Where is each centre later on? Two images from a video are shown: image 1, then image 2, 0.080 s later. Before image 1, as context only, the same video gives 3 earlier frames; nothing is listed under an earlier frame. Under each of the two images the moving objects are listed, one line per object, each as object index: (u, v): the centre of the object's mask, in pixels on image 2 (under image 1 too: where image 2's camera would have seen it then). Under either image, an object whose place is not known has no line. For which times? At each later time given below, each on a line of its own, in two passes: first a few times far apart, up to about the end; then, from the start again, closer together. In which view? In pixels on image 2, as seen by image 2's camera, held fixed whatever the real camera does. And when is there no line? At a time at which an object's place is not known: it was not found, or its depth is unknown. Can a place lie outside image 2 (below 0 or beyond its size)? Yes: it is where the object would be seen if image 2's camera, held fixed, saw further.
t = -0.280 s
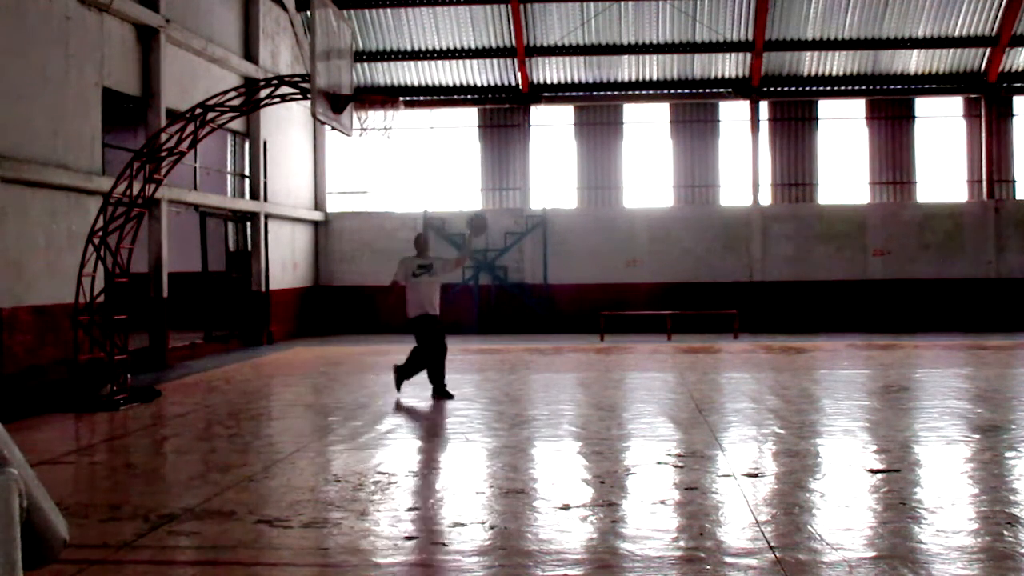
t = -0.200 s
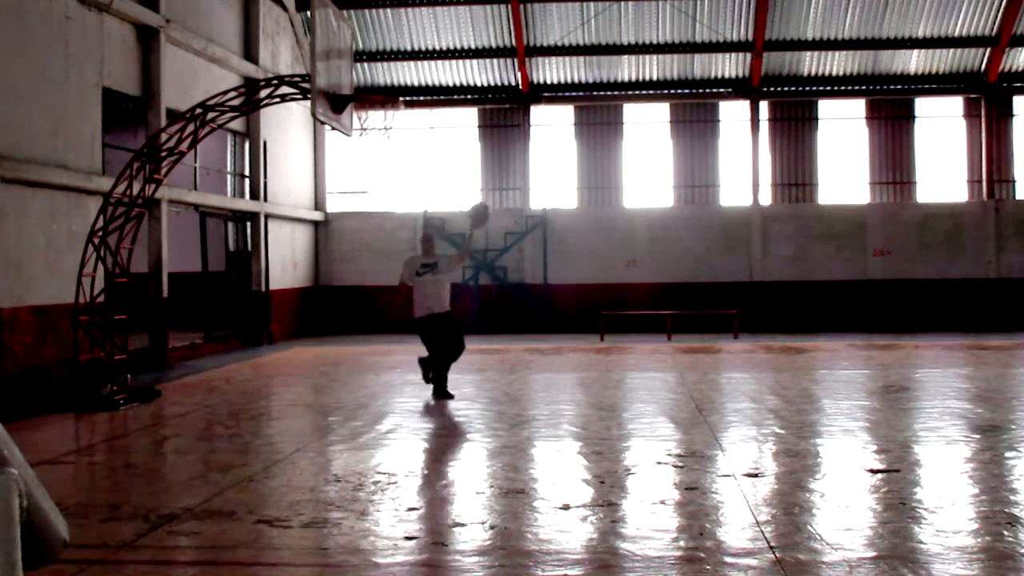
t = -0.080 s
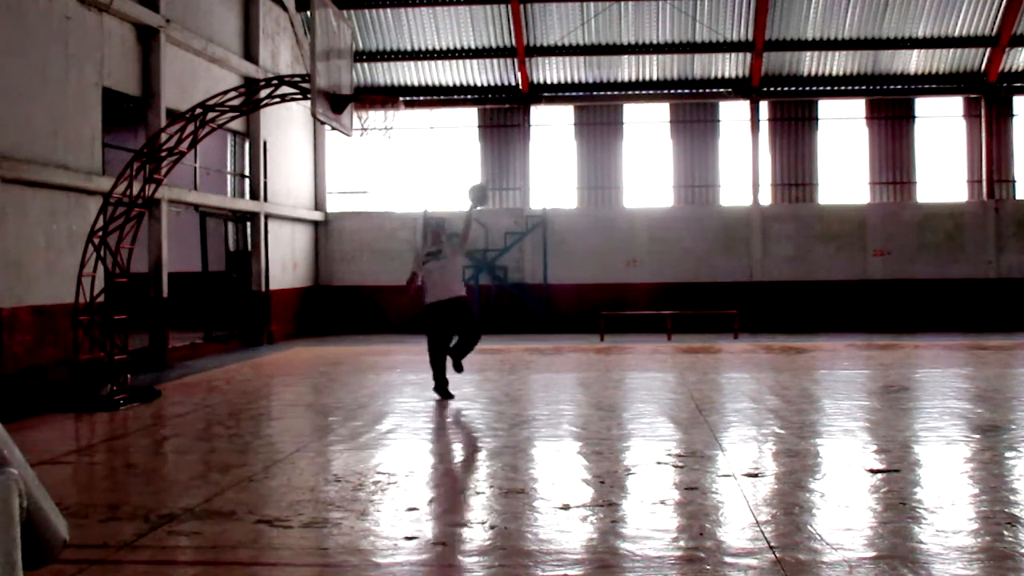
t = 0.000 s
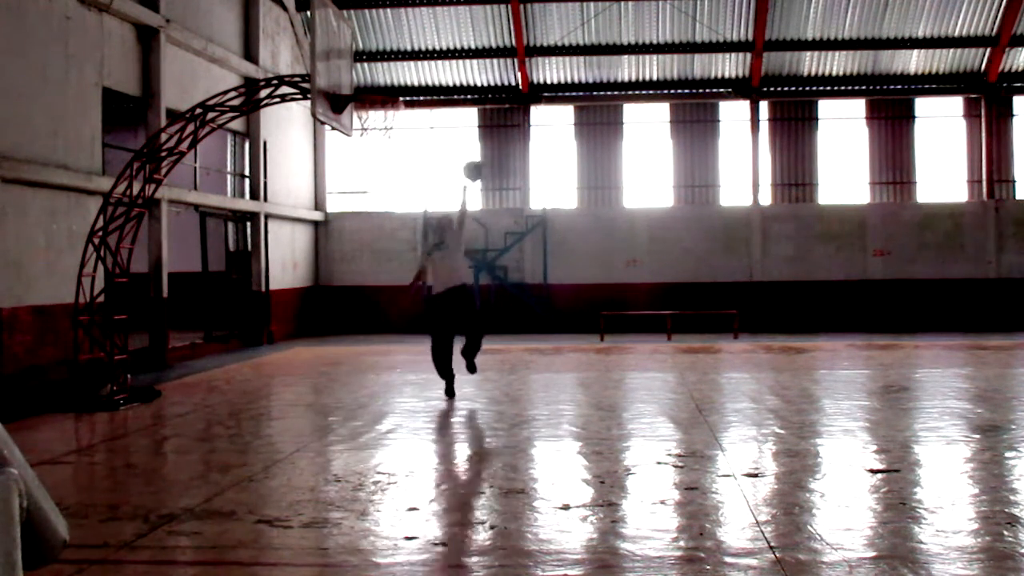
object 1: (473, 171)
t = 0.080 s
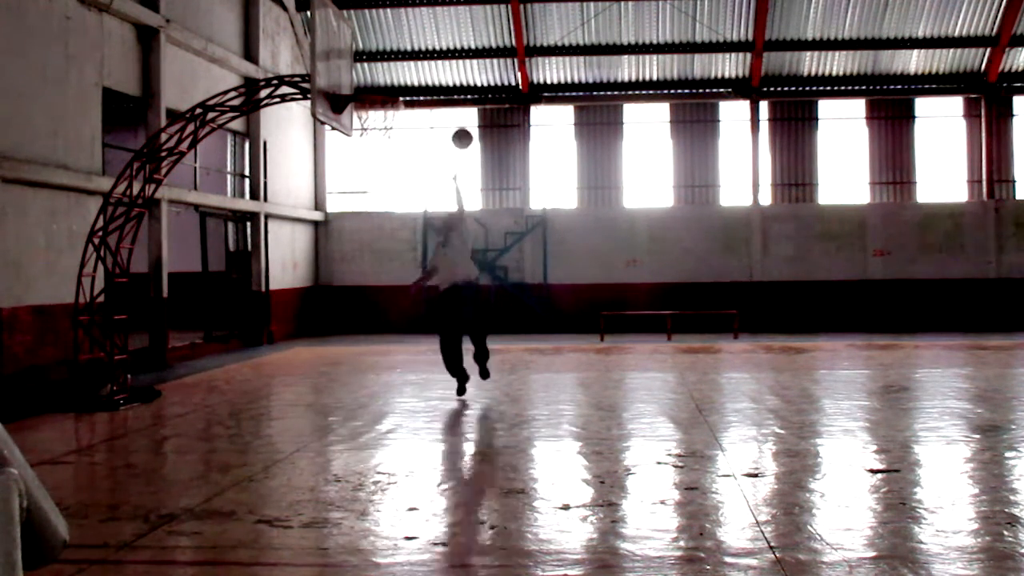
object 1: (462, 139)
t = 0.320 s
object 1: (430, 80)
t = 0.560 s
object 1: (397, 80)
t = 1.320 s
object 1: (339, 279)
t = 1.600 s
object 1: (329, 349)
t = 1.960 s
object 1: (310, 347)
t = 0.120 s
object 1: (457, 126)
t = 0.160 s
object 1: (451, 112)
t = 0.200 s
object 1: (446, 104)
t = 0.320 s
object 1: (430, 80)
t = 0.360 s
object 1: (424, 77)
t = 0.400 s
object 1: (419, 75)
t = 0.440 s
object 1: (414, 74)
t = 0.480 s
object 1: (408, 74)
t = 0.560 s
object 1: (397, 80)
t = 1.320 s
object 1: (339, 279)
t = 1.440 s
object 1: (334, 356)
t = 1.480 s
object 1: (332, 385)
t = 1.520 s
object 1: (331, 392)
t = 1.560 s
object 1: (330, 370)
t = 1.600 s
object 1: (329, 349)
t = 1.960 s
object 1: (310, 347)
